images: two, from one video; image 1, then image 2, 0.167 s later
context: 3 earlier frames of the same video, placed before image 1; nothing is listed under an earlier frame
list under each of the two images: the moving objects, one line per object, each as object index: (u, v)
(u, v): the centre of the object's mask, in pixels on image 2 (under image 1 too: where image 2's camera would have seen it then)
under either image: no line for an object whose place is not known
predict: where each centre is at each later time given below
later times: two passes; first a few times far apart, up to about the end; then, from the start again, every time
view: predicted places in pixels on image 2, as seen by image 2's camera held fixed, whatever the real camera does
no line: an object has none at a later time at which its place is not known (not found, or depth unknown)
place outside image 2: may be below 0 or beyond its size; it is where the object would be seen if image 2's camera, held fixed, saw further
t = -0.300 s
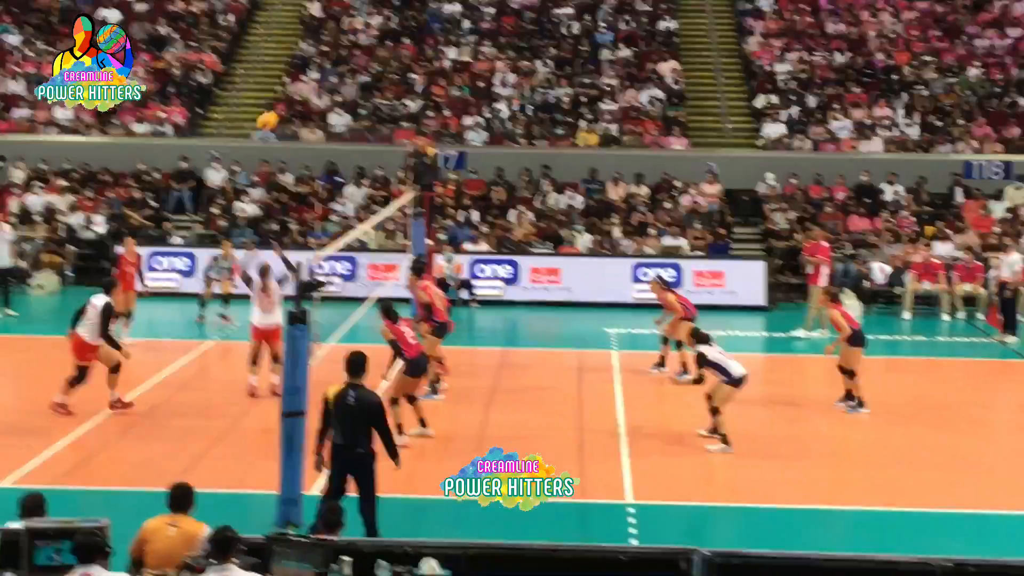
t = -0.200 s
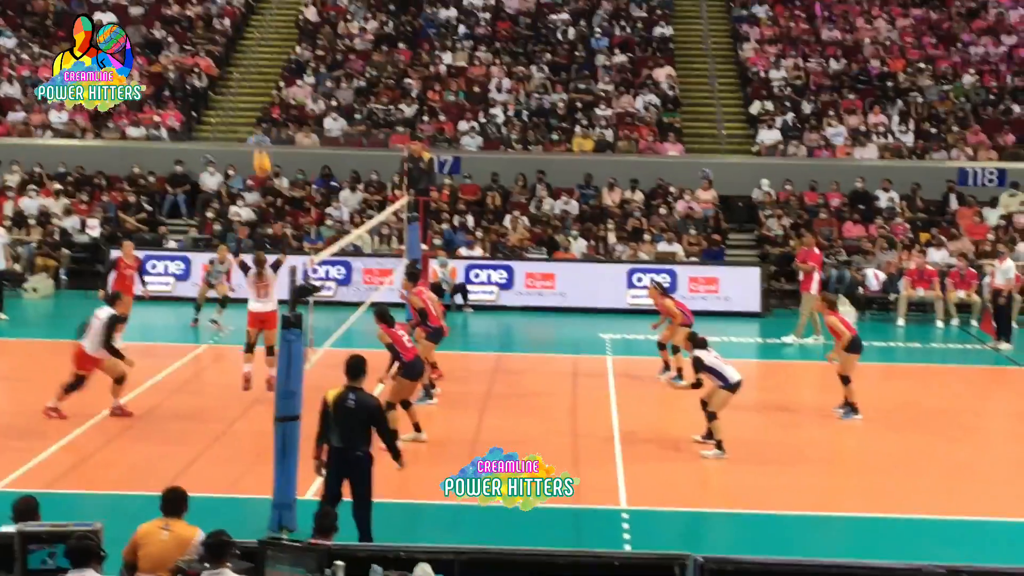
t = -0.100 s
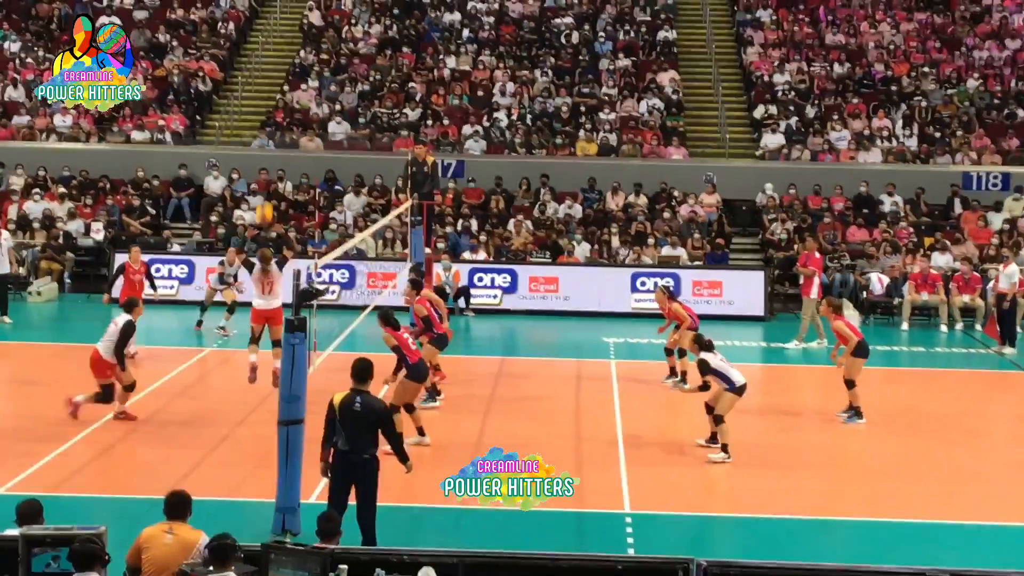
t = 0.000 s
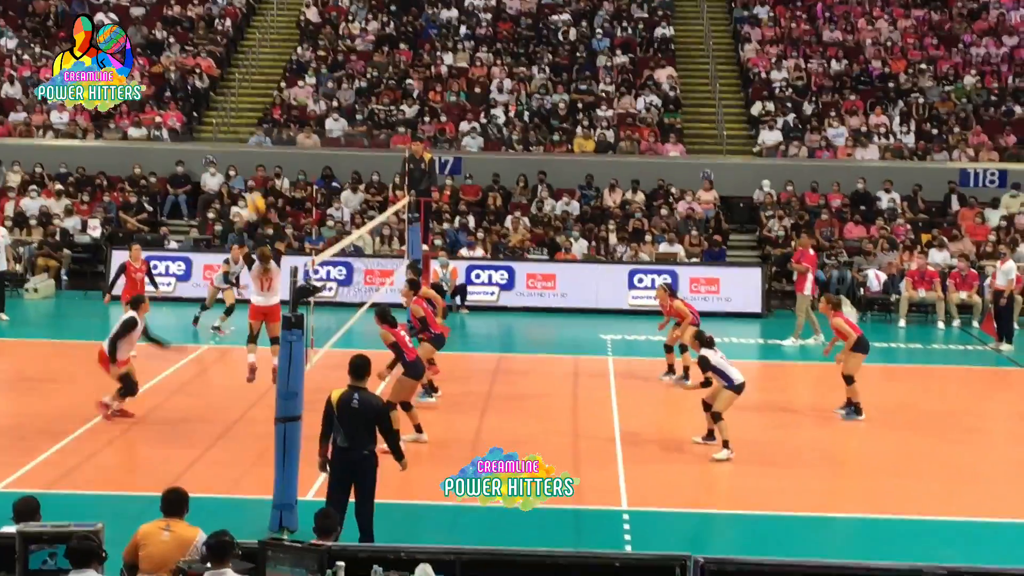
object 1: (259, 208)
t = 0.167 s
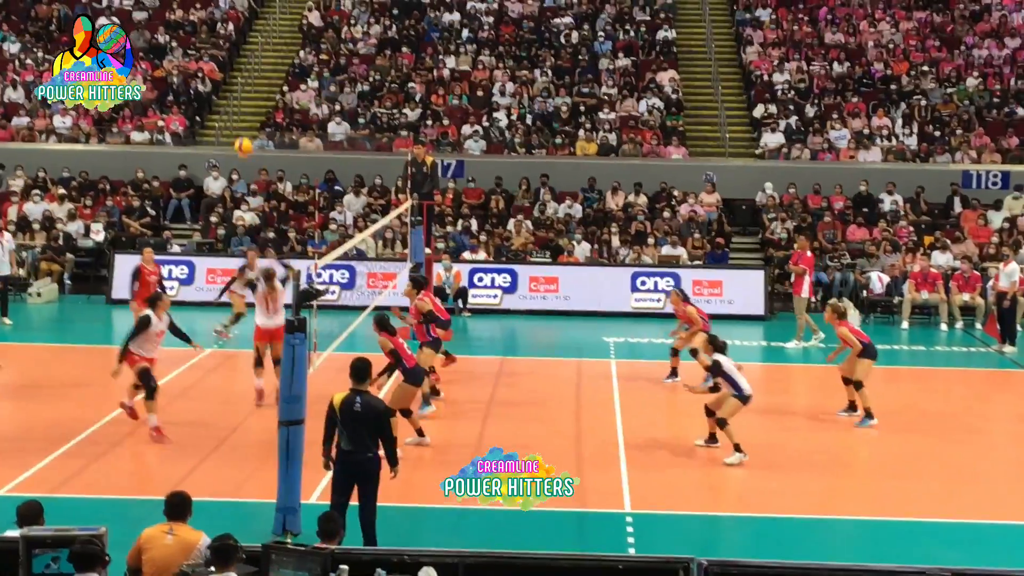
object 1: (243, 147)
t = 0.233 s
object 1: (237, 128)
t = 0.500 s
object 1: (214, 94)
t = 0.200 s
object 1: (240, 138)
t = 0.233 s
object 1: (237, 128)
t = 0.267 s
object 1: (234, 122)
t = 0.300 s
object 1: (231, 114)
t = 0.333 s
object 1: (228, 109)
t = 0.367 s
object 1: (225, 104)
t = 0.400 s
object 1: (223, 100)
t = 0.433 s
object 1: (220, 97)
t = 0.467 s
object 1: (217, 95)
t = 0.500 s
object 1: (214, 94)
